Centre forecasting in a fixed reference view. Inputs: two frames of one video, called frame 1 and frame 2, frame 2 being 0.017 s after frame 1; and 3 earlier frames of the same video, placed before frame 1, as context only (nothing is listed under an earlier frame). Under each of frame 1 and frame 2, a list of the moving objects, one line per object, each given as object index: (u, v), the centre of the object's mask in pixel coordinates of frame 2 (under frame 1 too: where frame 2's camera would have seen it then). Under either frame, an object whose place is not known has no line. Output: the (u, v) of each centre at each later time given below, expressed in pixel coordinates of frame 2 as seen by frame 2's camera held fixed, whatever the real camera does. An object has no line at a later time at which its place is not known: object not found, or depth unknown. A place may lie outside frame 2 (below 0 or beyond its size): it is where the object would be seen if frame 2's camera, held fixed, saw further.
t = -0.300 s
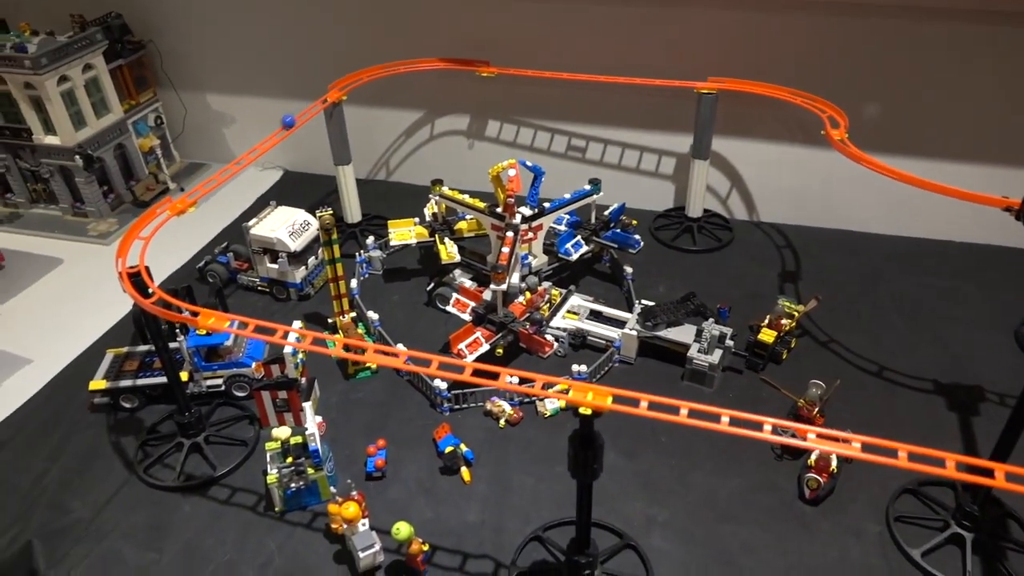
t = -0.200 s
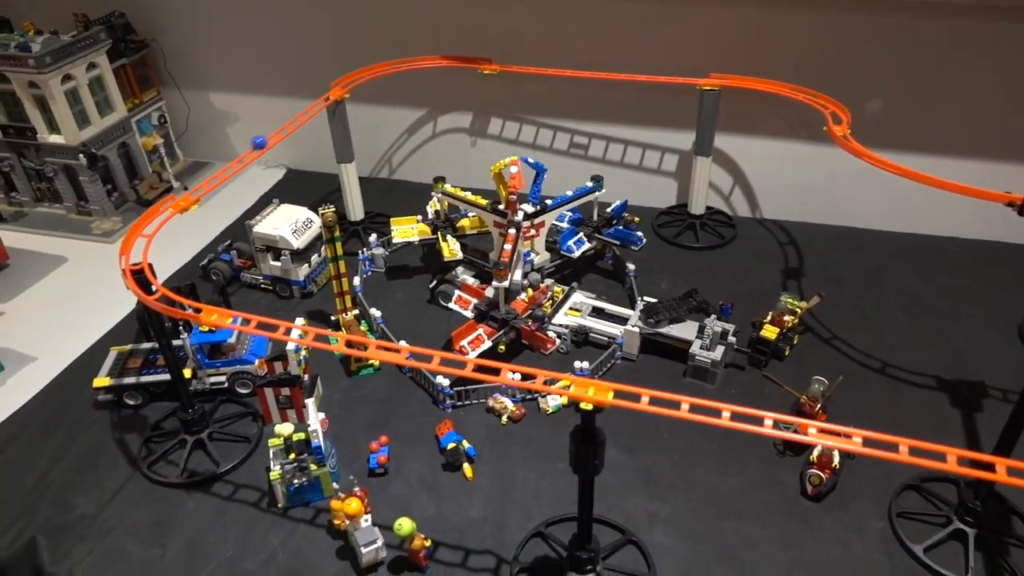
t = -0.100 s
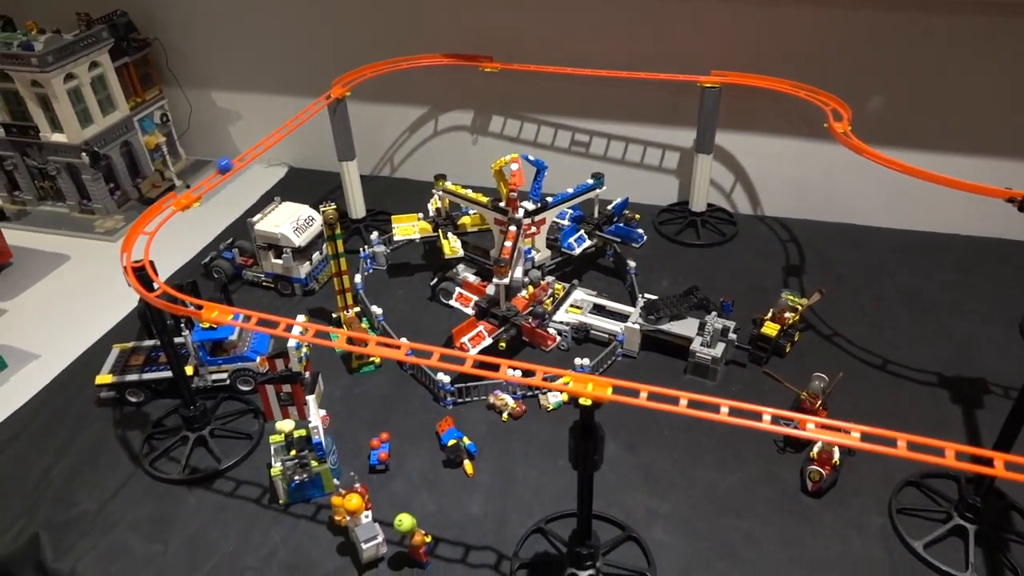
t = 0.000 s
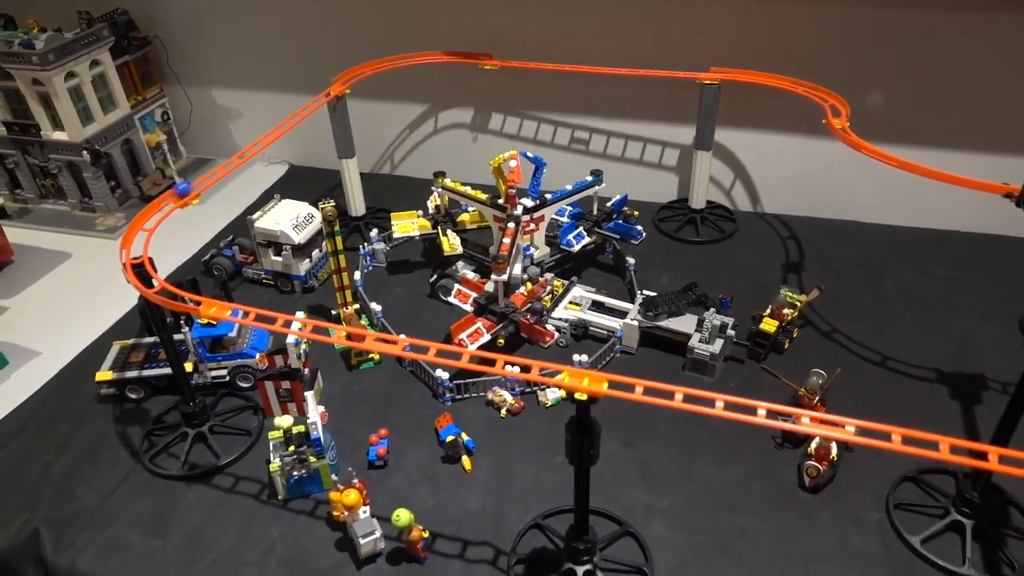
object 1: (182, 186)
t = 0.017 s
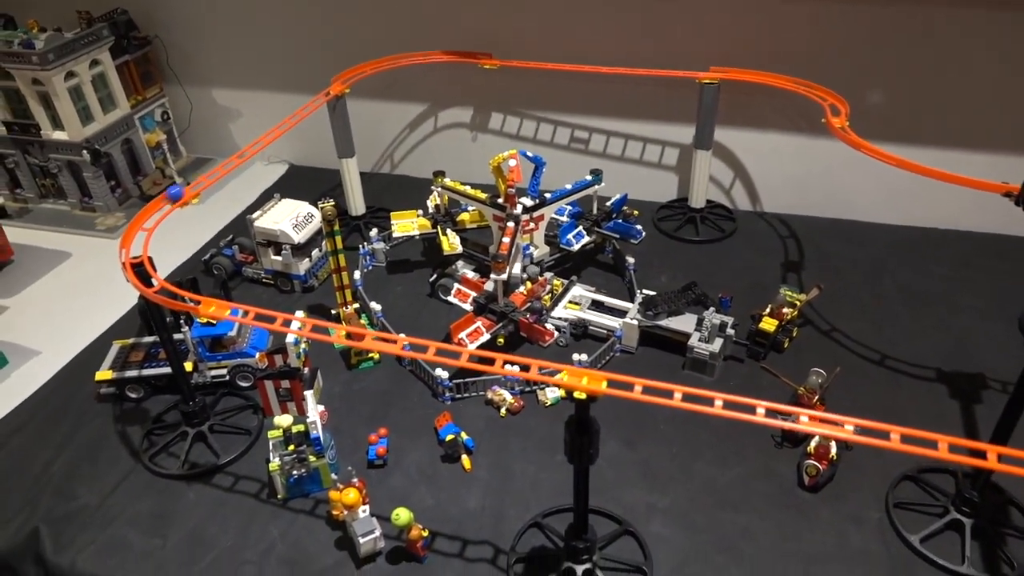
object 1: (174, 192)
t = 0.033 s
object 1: (167, 196)
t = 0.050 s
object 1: (160, 202)
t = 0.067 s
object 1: (155, 206)
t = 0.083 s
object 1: (150, 211)
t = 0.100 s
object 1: (145, 216)
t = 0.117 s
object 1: (141, 221)
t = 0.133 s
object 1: (138, 227)
